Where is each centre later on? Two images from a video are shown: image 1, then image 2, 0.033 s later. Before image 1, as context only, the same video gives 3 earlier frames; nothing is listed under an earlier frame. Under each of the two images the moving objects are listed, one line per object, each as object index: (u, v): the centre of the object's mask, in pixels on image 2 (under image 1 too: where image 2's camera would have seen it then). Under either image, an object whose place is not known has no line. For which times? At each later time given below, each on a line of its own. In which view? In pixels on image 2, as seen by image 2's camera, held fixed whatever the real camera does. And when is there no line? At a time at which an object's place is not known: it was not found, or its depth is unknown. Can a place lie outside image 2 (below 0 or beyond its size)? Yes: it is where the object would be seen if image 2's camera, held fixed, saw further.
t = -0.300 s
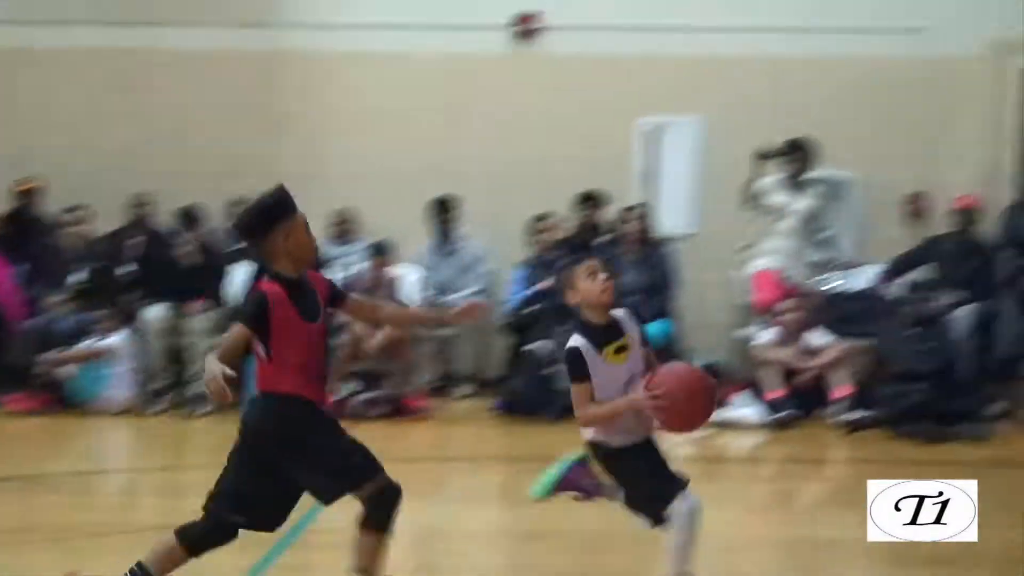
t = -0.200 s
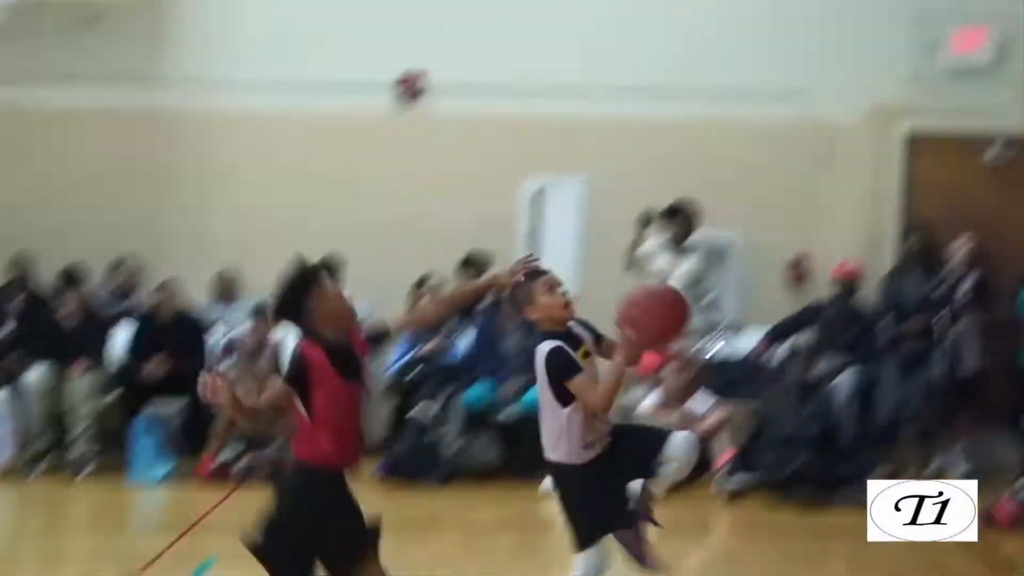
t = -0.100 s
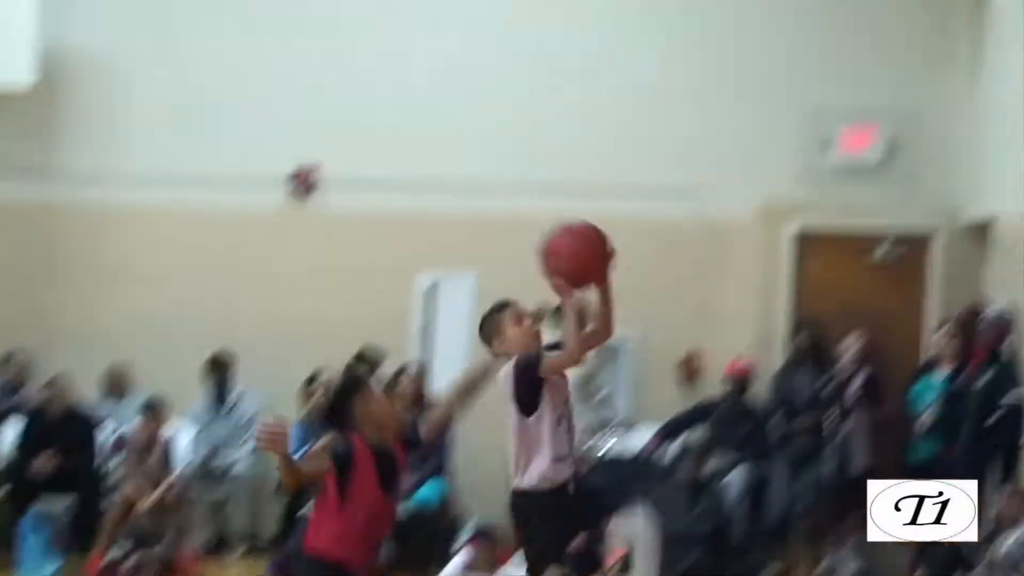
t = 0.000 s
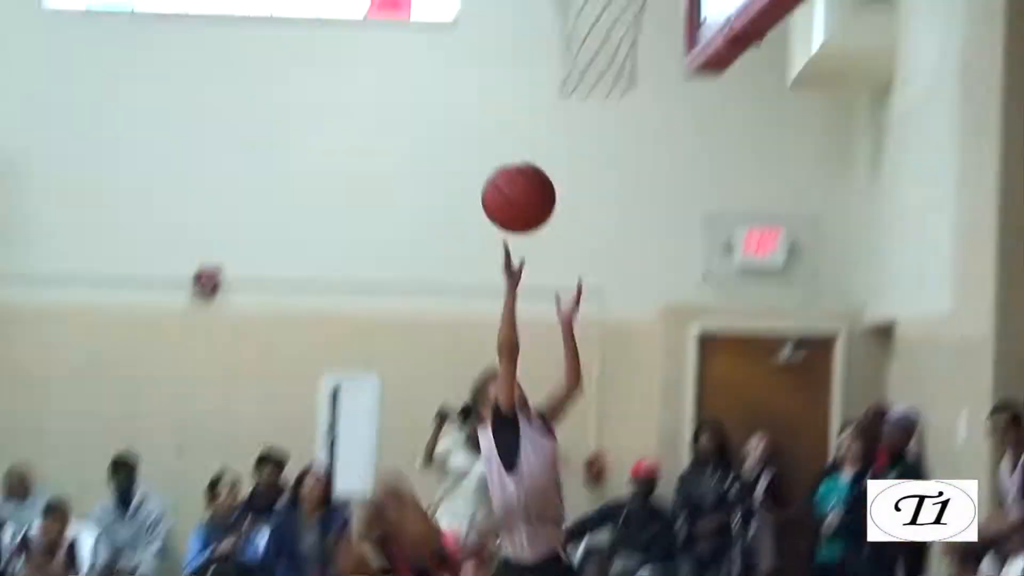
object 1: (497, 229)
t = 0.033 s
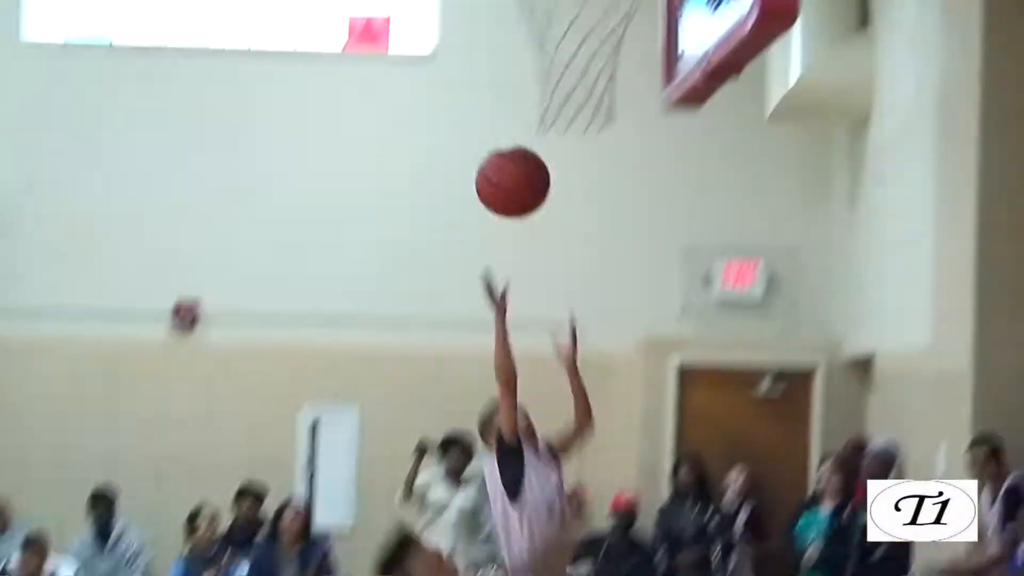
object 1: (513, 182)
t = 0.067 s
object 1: (525, 138)
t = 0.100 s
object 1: (537, 95)
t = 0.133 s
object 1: (557, 52)
